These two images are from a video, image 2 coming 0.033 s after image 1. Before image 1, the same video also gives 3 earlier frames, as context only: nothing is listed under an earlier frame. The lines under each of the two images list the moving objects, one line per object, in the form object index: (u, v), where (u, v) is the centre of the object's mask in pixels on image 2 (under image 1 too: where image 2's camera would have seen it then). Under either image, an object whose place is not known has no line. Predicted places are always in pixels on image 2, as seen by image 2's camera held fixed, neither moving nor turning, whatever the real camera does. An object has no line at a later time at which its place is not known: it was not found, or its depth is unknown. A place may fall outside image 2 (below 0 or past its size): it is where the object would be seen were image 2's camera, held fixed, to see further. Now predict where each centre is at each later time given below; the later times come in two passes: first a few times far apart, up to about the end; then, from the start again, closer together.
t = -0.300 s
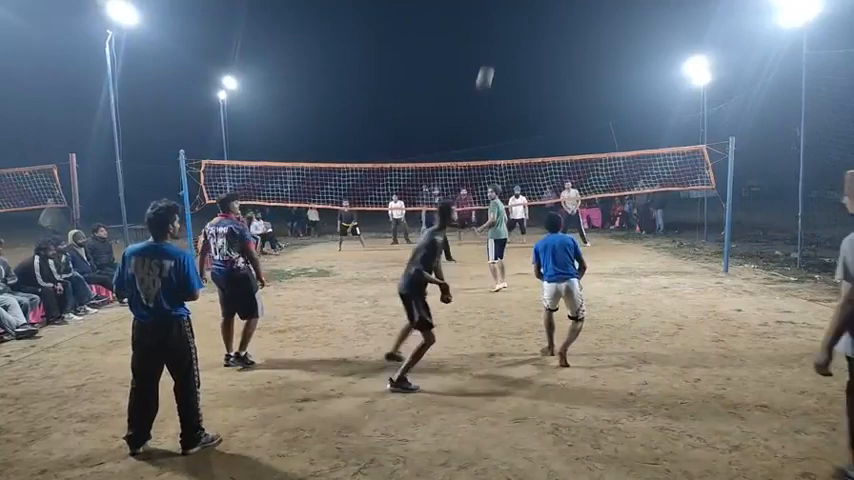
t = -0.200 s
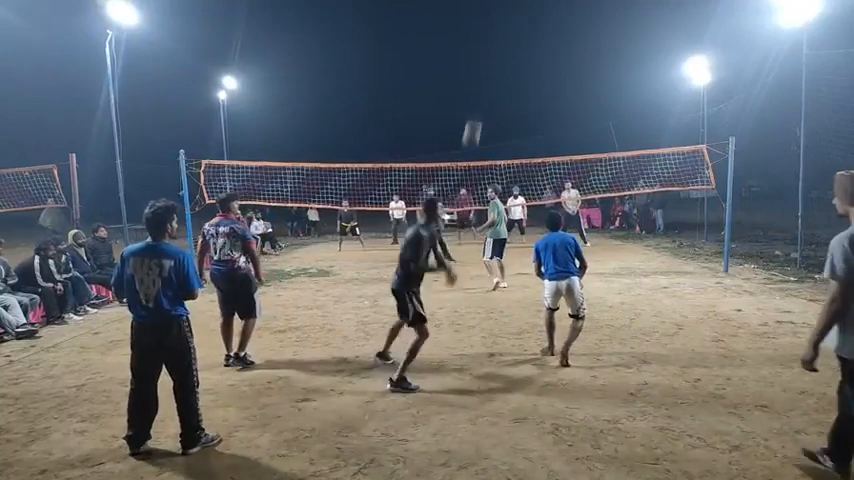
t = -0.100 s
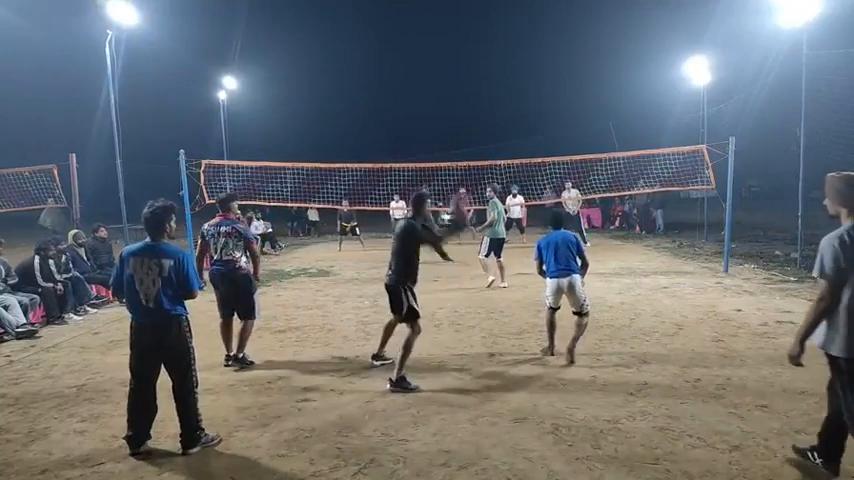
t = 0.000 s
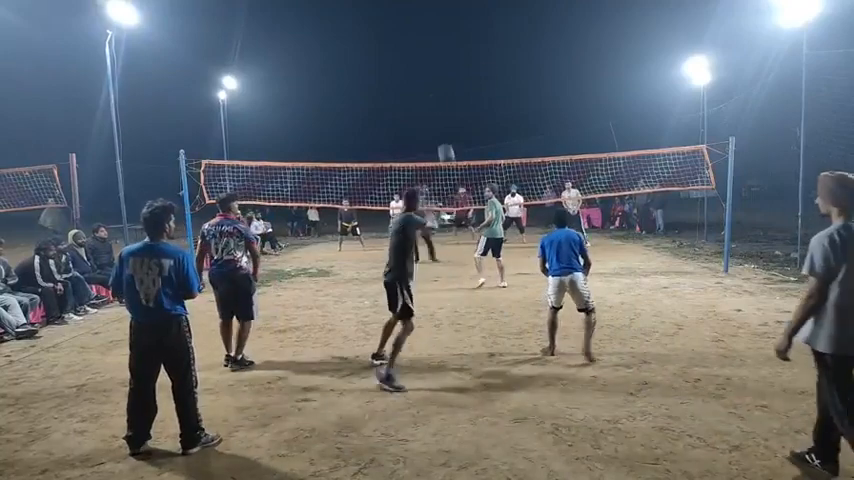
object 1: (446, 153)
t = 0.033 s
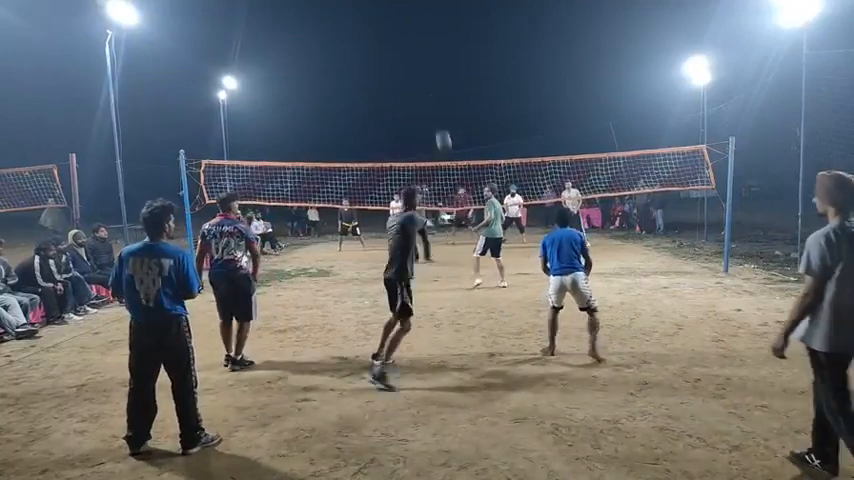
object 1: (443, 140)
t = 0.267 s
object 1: (428, 89)
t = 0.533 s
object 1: (418, 90)
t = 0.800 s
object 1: (411, 122)
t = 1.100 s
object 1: (407, 172)
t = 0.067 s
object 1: (441, 128)
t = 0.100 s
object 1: (438, 117)
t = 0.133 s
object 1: (435, 108)
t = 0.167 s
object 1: (434, 102)
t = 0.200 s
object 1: (431, 96)
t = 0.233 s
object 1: (430, 92)
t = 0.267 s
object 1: (428, 89)
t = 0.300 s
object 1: (427, 86)
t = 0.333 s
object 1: (425, 85)
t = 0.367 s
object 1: (423, 85)
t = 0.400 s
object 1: (422, 85)
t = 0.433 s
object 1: (421, 85)
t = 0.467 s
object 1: (420, 86)
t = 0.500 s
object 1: (419, 88)
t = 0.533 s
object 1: (418, 90)
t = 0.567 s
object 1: (417, 93)
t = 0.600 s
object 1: (416, 96)
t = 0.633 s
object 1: (415, 100)
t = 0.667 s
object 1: (414, 104)
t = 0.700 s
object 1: (414, 108)
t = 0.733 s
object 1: (413, 112)
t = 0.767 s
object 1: (412, 117)
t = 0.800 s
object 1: (411, 122)
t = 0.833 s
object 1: (411, 126)
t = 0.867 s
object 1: (410, 132)
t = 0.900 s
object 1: (410, 137)
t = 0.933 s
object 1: (409, 143)
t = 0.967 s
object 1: (409, 148)
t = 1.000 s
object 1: (408, 154)
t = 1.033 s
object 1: (408, 159)
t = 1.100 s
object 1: (407, 172)
